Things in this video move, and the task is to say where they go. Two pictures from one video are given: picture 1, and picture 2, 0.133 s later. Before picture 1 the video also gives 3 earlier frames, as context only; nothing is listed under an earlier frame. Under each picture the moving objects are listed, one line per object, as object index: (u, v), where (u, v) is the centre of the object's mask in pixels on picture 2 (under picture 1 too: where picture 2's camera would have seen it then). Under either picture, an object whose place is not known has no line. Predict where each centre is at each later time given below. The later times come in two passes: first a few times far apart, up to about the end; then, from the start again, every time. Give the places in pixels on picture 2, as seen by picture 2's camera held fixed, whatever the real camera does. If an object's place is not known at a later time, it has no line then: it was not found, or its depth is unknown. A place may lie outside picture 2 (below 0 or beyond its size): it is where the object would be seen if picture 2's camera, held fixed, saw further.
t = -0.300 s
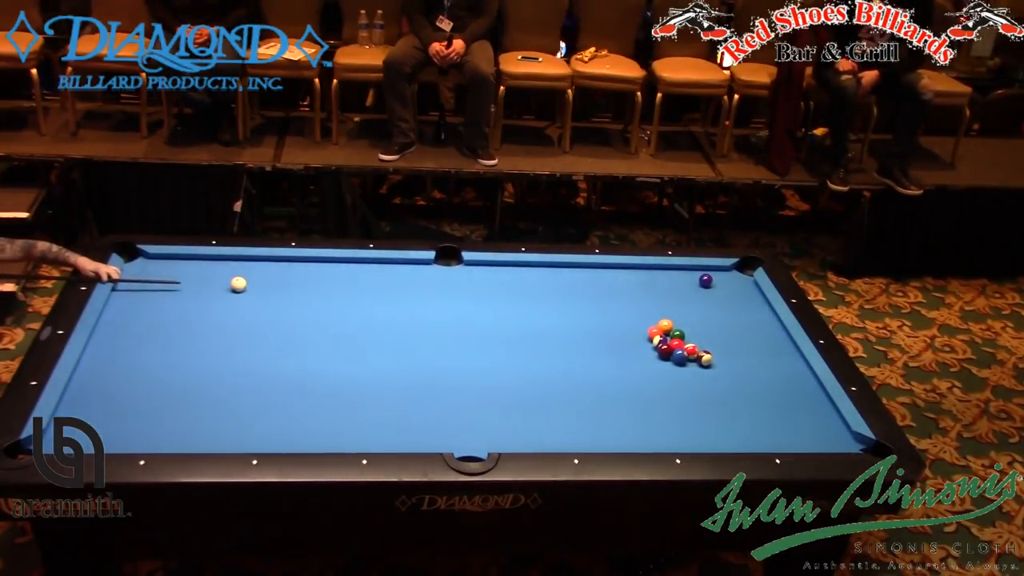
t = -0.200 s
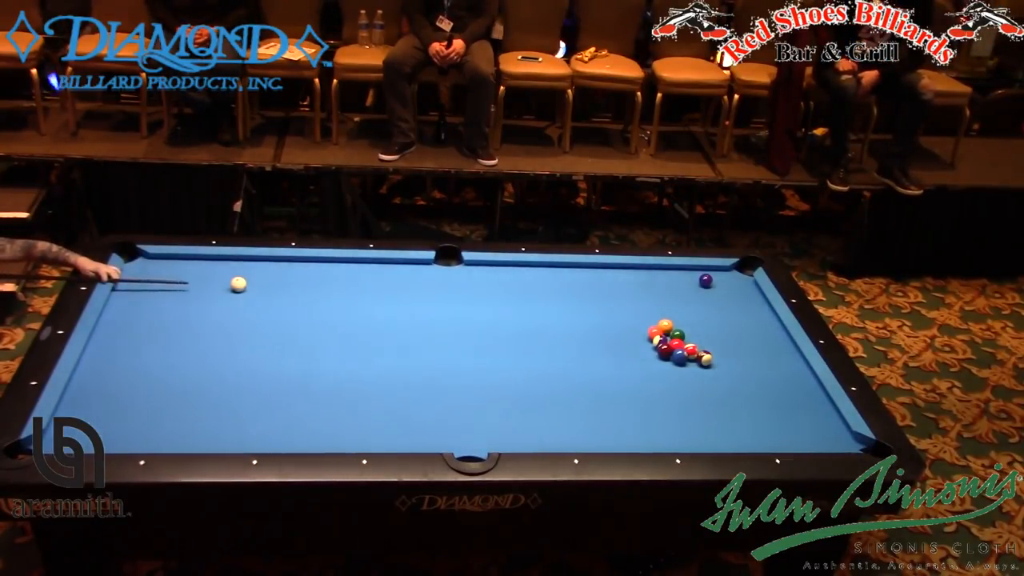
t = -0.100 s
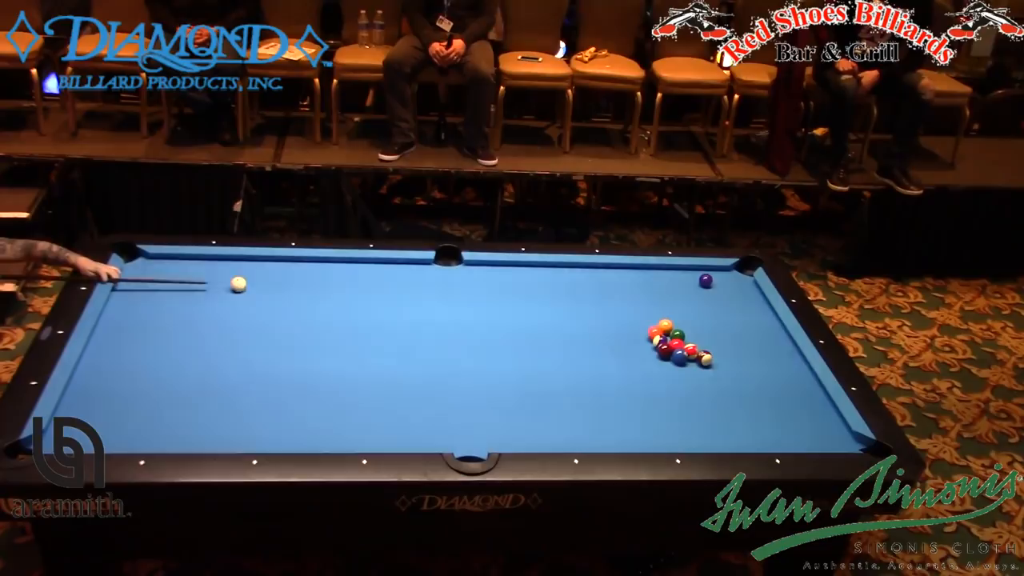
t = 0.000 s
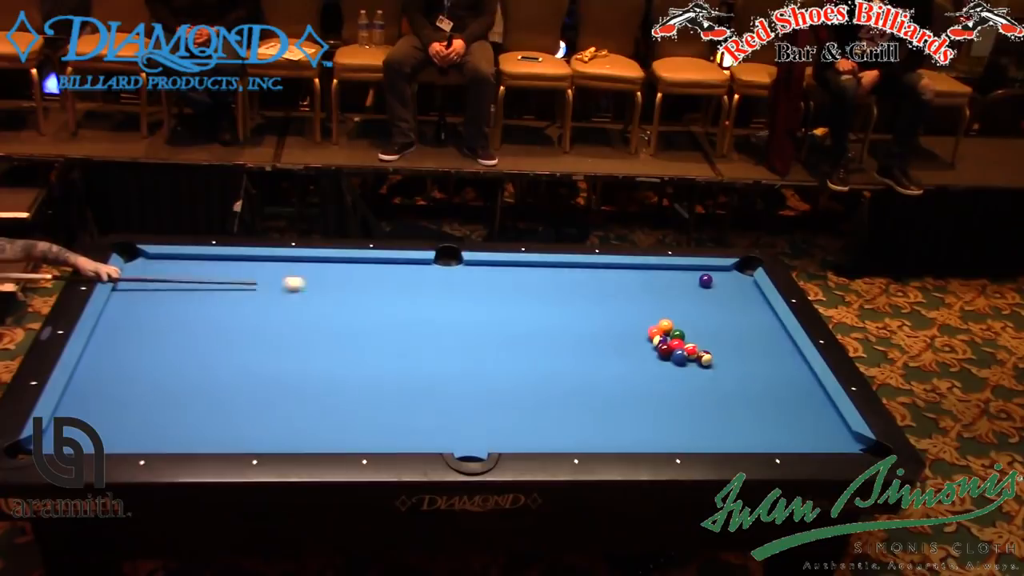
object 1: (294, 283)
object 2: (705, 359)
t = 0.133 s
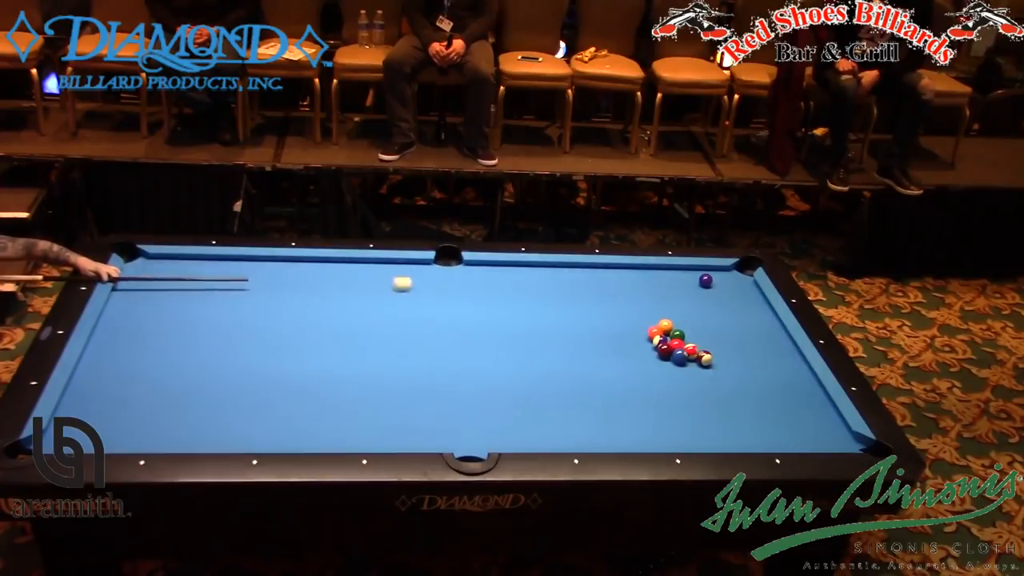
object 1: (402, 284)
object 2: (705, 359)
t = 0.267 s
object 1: (501, 284)
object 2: (705, 359)
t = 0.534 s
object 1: (689, 283)
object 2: (705, 359)
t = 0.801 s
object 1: (770, 315)
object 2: (705, 359)
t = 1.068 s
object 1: (733, 337)
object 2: (705, 359)
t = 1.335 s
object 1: (709, 353)
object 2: (697, 365)
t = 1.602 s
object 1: (705, 357)
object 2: (678, 383)
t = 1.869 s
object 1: (704, 362)
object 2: (659, 400)
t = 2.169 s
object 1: (704, 366)
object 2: (637, 420)
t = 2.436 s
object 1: (703, 369)
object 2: (618, 435)
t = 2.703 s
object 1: (703, 371)
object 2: (598, 435)
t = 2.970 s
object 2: (580, 427)
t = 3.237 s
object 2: (564, 420)
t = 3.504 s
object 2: (549, 413)
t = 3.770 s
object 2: (536, 407)
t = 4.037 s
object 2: (525, 402)
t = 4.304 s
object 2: (515, 397)
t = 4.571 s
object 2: (506, 394)
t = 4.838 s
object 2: (499, 390)
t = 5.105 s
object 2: (494, 387)
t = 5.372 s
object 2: (490, 385)
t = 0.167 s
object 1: (427, 284)
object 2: (705, 359)
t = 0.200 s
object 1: (452, 284)
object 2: (705, 359)
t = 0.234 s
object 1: (476, 284)
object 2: (705, 359)
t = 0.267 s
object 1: (501, 284)
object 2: (705, 359)
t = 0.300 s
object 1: (525, 284)
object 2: (705, 359)
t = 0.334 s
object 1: (549, 284)
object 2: (705, 359)
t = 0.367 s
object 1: (573, 284)
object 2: (705, 359)
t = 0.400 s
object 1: (596, 284)
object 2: (705, 359)
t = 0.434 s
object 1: (619, 284)
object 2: (705, 359)
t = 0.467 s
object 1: (643, 283)
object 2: (705, 359)
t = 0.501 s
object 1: (665, 283)
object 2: (705, 359)
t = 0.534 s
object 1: (689, 283)
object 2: (705, 359)
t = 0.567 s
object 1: (701, 286)
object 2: (705, 359)
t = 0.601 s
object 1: (710, 291)
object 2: (705, 359)
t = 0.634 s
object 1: (719, 295)
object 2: (705, 359)
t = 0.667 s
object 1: (729, 299)
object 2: (705, 359)
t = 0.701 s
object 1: (740, 304)
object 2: (705, 359)
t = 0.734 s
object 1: (751, 307)
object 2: (705, 359)
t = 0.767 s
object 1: (762, 311)
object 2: (705, 359)
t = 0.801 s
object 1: (770, 315)
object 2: (705, 359)
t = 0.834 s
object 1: (763, 317)
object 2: (705, 359)
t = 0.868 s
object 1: (758, 320)
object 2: (705, 359)
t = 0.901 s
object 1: (753, 323)
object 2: (705, 359)
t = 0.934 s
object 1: (748, 326)
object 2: (705, 359)
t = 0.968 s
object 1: (744, 329)
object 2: (705, 359)
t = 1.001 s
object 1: (740, 331)
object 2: (705, 359)
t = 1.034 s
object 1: (737, 334)
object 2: (705, 359)
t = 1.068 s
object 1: (733, 337)
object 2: (705, 359)
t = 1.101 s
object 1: (729, 339)
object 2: (705, 359)
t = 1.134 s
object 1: (726, 342)
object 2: (705, 359)
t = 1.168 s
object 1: (722, 345)
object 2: (704, 359)
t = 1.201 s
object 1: (718, 348)
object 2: (704, 359)
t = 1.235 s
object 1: (715, 350)
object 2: (704, 359)
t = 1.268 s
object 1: (712, 351)
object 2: (703, 360)
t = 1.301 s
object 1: (710, 352)
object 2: (699, 362)
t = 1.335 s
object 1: (709, 353)
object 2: (697, 365)
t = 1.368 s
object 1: (708, 353)
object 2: (695, 368)
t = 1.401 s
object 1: (707, 354)
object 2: (692, 369)
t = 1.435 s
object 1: (706, 354)
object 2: (690, 371)
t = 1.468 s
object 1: (706, 355)
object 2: (687, 374)
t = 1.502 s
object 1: (706, 356)
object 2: (685, 376)
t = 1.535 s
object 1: (705, 356)
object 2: (683, 378)
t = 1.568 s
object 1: (705, 357)
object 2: (681, 380)
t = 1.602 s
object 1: (705, 357)
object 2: (678, 383)
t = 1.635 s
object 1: (705, 358)
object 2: (676, 385)
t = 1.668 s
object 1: (705, 359)
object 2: (673, 387)
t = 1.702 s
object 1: (705, 359)
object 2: (671, 389)
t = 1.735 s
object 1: (704, 360)
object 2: (669, 391)
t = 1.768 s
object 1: (704, 360)
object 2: (666, 393)
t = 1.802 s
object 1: (704, 361)
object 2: (664, 395)
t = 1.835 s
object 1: (704, 361)
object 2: (661, 398)
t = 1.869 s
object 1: (704, 362)
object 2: (659, 400)
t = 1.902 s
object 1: (704, 362)
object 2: (657, 402)
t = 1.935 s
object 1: (704, 363)
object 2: (655, 404)
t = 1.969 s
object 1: (704, 363)
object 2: (652, 407)
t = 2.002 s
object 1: (704, 364)
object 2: (650, 410)
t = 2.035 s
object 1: (704, 364)
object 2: (648, 412)
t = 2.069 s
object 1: (704, 365)
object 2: (645, 413)
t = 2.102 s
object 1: (704, 365)
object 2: (642, 415)
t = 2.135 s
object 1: (704, 365)
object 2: (640, 417)
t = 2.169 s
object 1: (704, 366)
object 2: (637, 420)
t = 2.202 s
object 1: (703, 366)
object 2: (635, 422)
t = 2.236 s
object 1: (703, 367)
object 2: (633, 424)
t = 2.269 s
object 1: (703, 367)
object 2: (631, 427)
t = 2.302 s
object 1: (703, 368)
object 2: (628, 429)
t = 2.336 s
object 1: (703, 368)
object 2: (626, 431)
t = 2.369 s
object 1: (703, 368)
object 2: (623, 433)
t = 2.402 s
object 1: (703, 368)
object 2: (621, 434)
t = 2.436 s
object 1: (703, 369)
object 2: (618, 435)
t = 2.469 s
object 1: (703, 369)
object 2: (616, 436)
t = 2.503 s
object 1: (703, 369)
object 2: (613, 437)
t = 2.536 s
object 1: (703, 370)
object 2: (610, 438)
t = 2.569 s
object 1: (703, 370)
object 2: (608, 437)
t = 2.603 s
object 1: (703, 370)
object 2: (606, 437)
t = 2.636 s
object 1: (703, 370)
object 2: (603, 436)
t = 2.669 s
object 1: (703, 370)
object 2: (601, 435)
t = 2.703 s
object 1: (703, 371)
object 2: (598, 435)
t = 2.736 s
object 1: (703, 371)
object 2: (596, 434)
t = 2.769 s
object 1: (703, 371)
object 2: (594, 433)
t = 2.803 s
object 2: (592, 433)
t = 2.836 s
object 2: (590, 432)
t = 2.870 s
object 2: (587, 430)
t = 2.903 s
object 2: (585, 429)
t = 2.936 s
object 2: (583, 428)
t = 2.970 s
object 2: (580, 427)
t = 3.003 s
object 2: (578, 426)
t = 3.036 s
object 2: (576, 425)
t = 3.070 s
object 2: (574, 424)
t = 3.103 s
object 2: (572, 424)
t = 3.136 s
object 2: (570, 422)
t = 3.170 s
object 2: (568, 422)
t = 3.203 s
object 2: (566, 421)
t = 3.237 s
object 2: (564, 420)
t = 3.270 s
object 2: (562, 420)
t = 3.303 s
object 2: (560, 419)
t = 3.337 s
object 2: (558, 418)
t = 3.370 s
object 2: (556, 417)
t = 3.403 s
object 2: (555, 416)
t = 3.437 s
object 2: (553, 415)
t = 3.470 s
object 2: (551, 414)
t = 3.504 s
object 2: (549, 413)
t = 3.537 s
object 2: (548, 412)
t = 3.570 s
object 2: (546, 412)
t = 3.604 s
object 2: (544, 411)
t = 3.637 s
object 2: (542, 410)
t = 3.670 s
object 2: (541, 409)
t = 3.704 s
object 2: (539, 409)
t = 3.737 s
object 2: (537, 408)
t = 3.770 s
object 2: (536, 407)
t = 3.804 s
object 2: (534, 407)
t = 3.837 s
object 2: (533, 406)
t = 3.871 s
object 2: (532, 405)
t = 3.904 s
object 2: (530, 405)
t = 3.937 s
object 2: (529, 404)
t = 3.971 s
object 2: (527, 403)
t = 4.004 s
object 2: (526, 402)
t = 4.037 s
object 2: (525, 402)
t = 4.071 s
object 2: (523, 401)
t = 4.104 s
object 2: (522, 401)
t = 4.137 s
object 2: (521, 400)
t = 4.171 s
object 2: (520, 400)
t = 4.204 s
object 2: (519, 399)
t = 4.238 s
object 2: (517, 398)
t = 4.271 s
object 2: (516, 398)
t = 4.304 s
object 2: (515, 397)
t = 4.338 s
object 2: (514, 397)
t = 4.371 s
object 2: (513, 396)
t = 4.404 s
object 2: (511, 396)
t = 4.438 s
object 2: (510, 395)
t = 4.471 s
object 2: (509, 395)
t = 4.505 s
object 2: (508, 395)
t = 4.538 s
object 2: (507, 394)
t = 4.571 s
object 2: (506, 394)
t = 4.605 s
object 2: (505, 393)
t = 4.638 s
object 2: (504, 393)
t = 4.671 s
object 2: (504, 392)
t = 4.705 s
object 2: (503, 392)
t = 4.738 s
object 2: (502, 391)
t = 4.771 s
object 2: (501, 391)
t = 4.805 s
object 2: (500, 390)
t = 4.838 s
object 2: (499, 390)
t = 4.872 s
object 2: (499, 389)
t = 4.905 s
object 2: (498, 389)
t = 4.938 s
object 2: (497, 388)
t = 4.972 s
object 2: (497, 388)
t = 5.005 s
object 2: (496, 388)
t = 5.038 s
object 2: (495, 387)
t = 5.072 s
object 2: (495, 387)
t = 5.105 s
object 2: (494, 387)
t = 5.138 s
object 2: (494, 386)
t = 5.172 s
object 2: (493, 386)
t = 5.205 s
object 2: (492, 386)
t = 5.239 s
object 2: (492, 386)
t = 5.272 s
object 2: (491, 385)
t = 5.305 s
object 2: (491, 385)
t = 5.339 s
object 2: (490, 385)
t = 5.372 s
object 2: (490, 385)
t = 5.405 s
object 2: (489, 384)
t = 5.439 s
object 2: (489, 384)
